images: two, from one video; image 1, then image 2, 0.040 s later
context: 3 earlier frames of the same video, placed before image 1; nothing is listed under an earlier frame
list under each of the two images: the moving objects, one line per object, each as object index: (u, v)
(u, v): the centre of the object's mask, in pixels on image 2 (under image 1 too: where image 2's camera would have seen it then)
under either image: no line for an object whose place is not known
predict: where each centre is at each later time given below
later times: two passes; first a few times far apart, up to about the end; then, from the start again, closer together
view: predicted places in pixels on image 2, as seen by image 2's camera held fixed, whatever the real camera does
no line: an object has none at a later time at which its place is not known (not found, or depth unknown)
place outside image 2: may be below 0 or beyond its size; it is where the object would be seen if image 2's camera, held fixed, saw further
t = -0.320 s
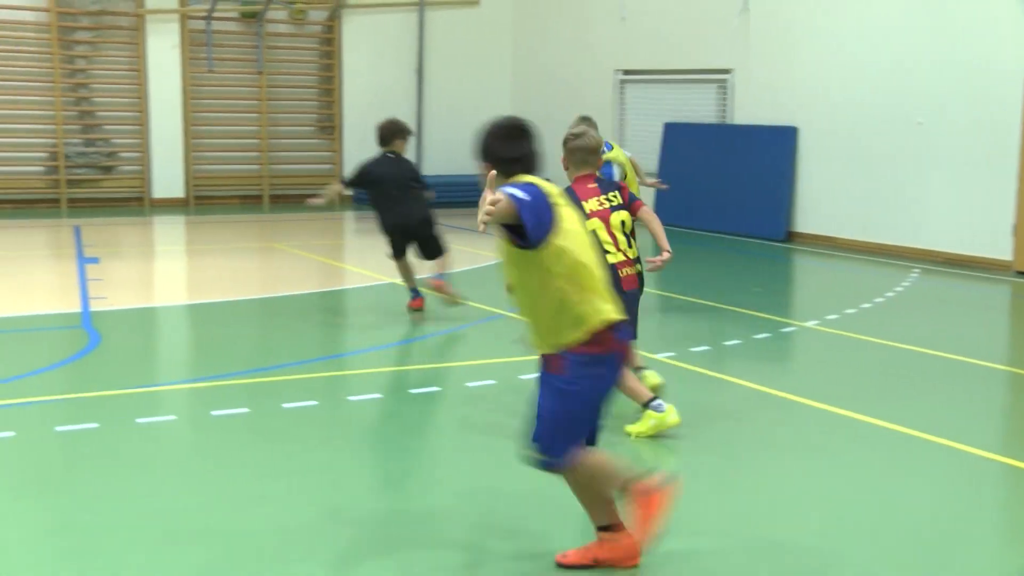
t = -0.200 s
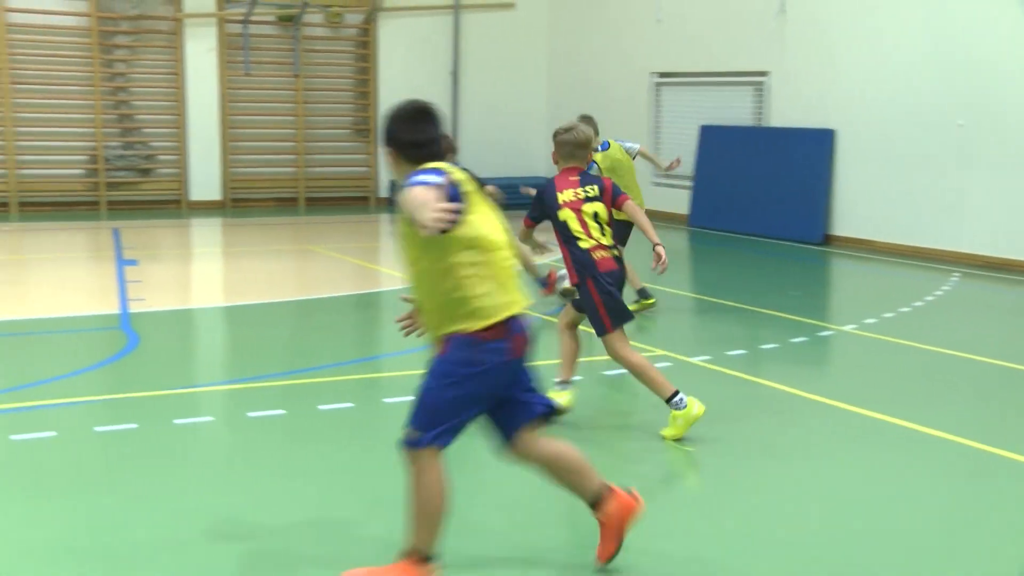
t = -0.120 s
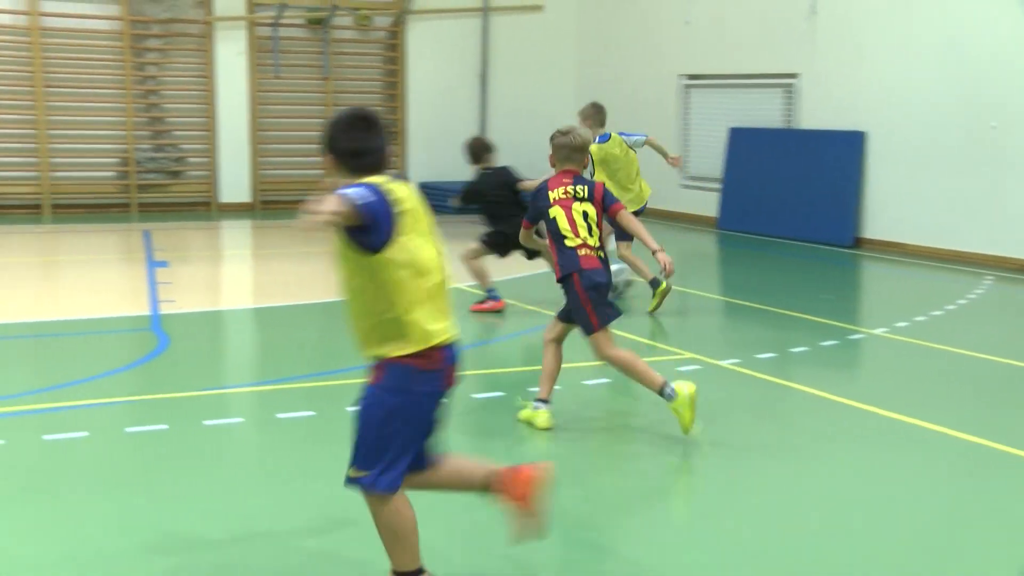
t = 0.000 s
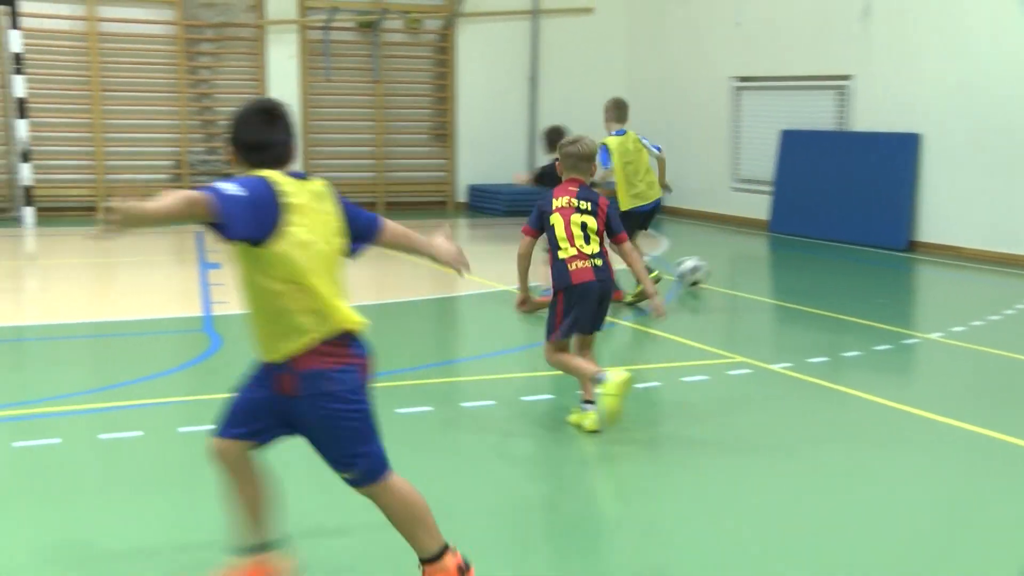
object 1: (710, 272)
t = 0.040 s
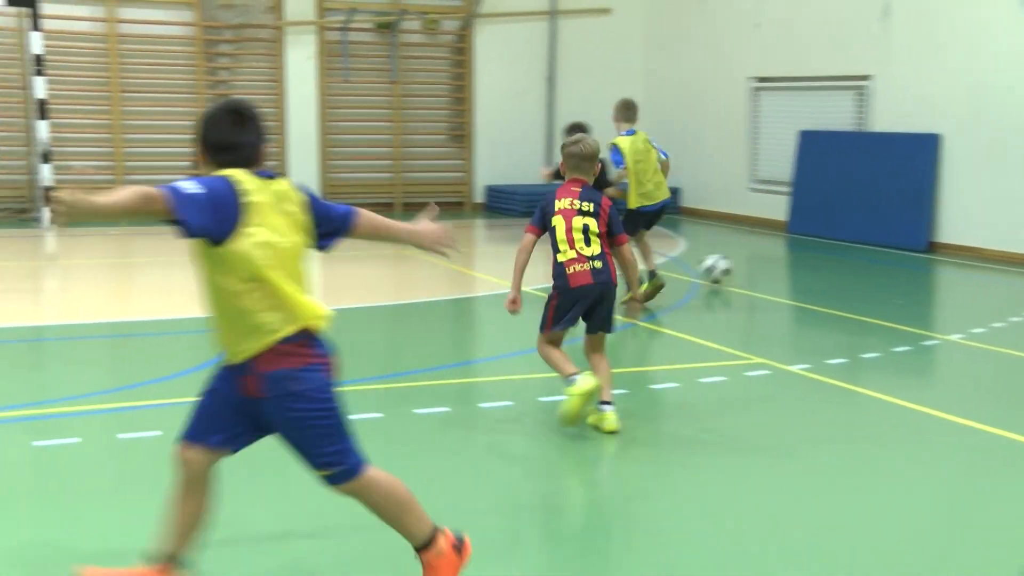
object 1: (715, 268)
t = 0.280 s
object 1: (761, 257)
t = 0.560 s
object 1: (803, 239)
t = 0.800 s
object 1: (838, 238)
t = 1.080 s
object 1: (843, 215)
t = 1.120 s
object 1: (837, 212)
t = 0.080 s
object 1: (725, 269)
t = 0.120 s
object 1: (732, 264)
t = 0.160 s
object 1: (740, 261)
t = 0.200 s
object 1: (747, 259)
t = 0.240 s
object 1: (754, 259)
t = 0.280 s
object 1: (761, 257)
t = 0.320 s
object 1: (766, 254)
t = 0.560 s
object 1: (803, 239)
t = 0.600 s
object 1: (809, 238)
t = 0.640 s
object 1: (815, 240)
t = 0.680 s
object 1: (821, 241)
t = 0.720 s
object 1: (826, 241)
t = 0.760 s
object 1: (832, 238)
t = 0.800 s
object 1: (838, 238)
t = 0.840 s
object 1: (843, 238)
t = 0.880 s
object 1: (849, 235)
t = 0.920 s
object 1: (855, 234)
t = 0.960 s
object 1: (858, 233)
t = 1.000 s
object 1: (853, 226)
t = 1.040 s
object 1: (848, 220)
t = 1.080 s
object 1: (843, 215)
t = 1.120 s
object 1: (837, 212)
